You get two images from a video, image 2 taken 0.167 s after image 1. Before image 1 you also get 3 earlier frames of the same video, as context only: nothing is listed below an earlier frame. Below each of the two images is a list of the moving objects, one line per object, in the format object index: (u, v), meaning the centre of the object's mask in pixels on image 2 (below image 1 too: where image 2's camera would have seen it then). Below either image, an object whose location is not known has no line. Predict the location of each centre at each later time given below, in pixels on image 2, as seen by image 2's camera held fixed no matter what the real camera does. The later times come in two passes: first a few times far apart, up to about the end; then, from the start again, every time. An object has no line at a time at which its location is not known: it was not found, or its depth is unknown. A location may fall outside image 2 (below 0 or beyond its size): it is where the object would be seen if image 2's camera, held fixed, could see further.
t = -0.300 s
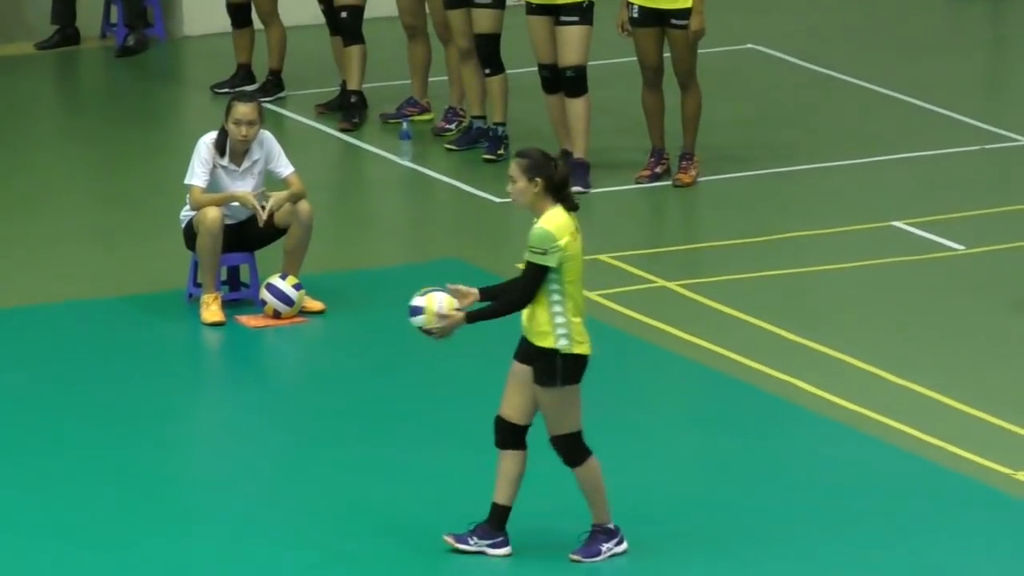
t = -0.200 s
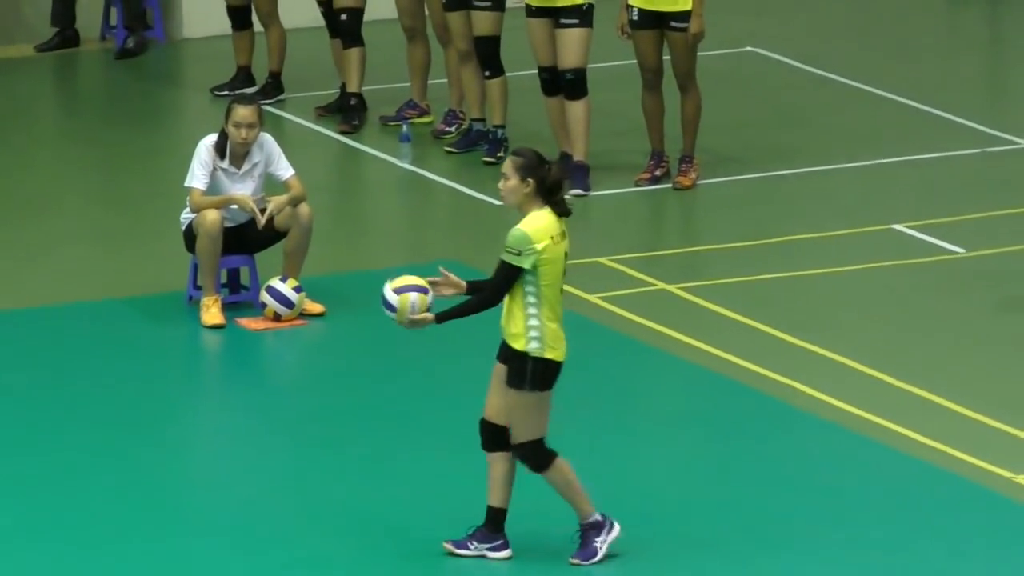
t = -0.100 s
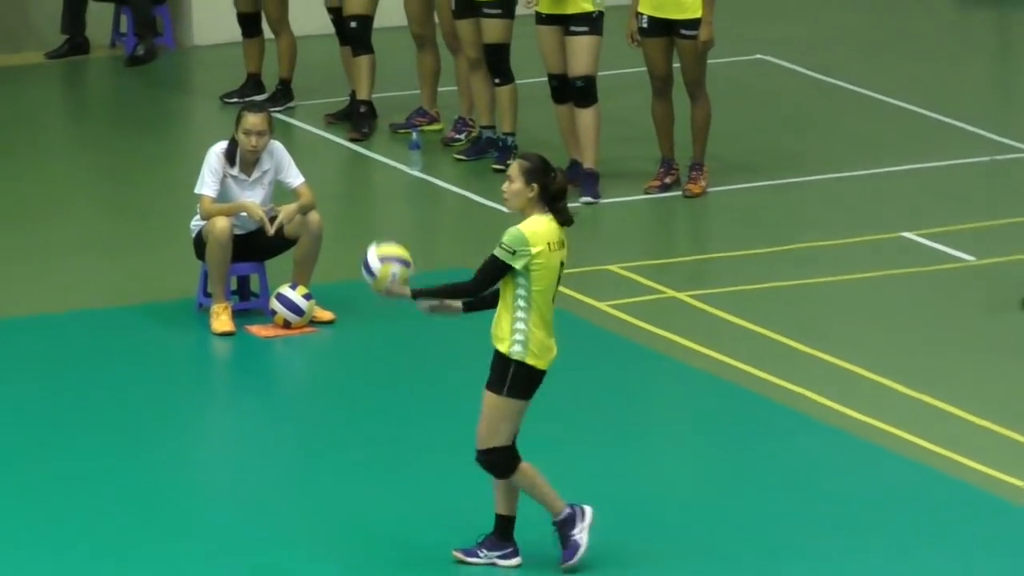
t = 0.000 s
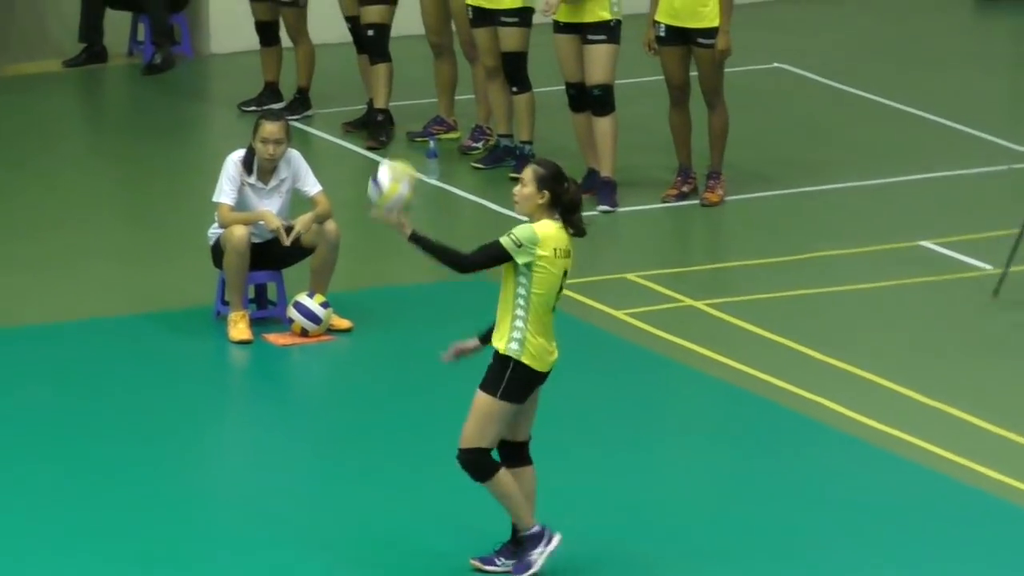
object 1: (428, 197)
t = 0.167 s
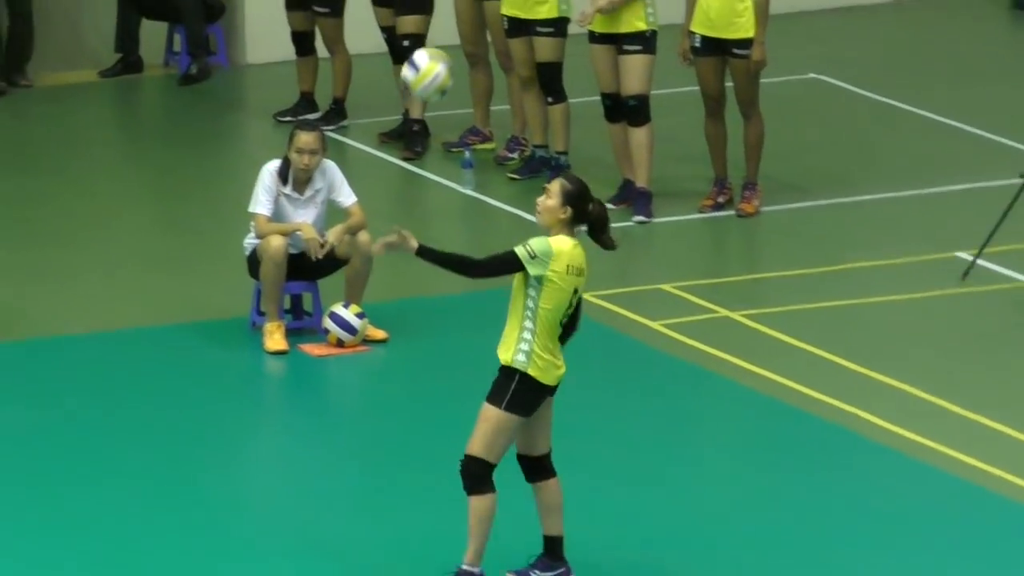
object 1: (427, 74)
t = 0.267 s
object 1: (425, 32)
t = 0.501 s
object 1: (426, 21)
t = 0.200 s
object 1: (426, 57)
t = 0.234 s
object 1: (426, 44)
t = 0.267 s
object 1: (425, 32)
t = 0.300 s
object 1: (426, 23)
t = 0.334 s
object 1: (426, 16)
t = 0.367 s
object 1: (426, 11)
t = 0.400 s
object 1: (426, 10)
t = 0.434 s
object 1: (426, 11)
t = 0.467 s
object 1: (426, 15)
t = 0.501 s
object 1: (426, 21)
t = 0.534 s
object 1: (426, 30)
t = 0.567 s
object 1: (427, 41)
